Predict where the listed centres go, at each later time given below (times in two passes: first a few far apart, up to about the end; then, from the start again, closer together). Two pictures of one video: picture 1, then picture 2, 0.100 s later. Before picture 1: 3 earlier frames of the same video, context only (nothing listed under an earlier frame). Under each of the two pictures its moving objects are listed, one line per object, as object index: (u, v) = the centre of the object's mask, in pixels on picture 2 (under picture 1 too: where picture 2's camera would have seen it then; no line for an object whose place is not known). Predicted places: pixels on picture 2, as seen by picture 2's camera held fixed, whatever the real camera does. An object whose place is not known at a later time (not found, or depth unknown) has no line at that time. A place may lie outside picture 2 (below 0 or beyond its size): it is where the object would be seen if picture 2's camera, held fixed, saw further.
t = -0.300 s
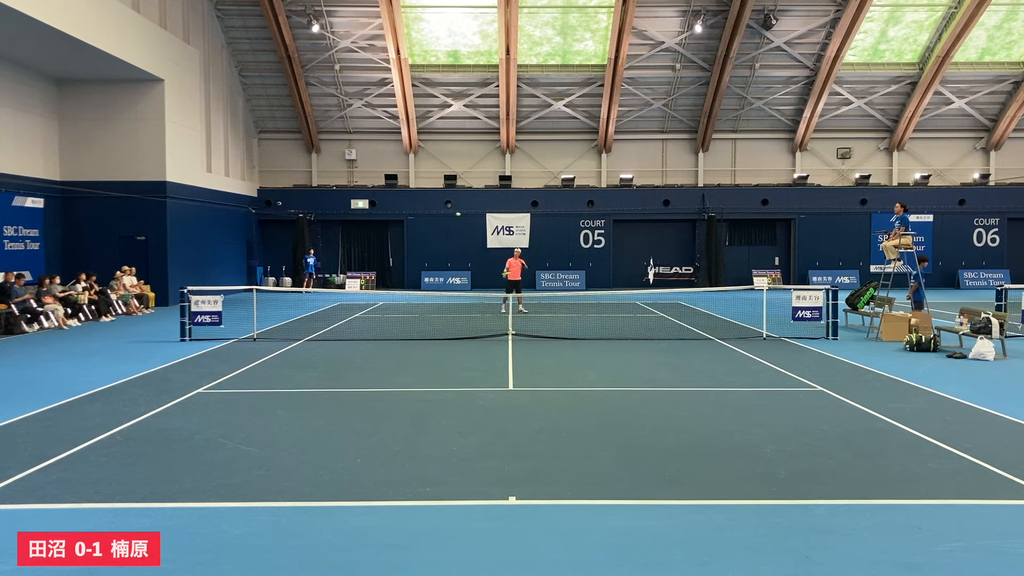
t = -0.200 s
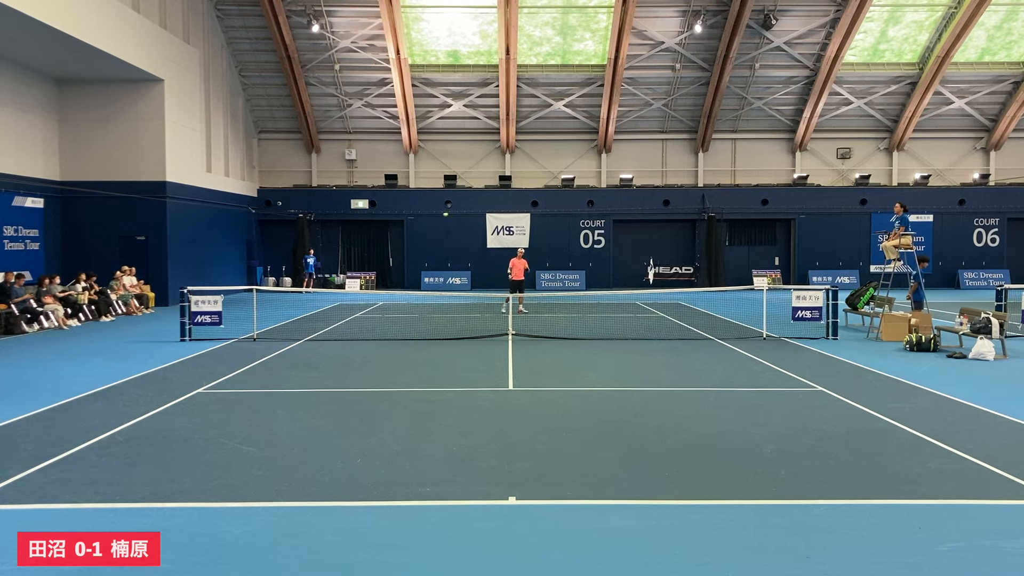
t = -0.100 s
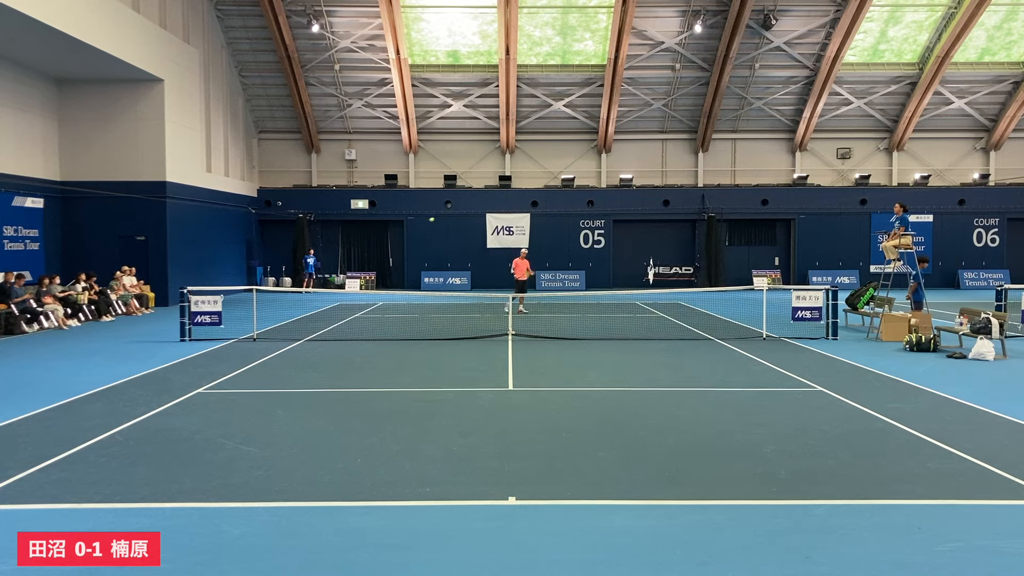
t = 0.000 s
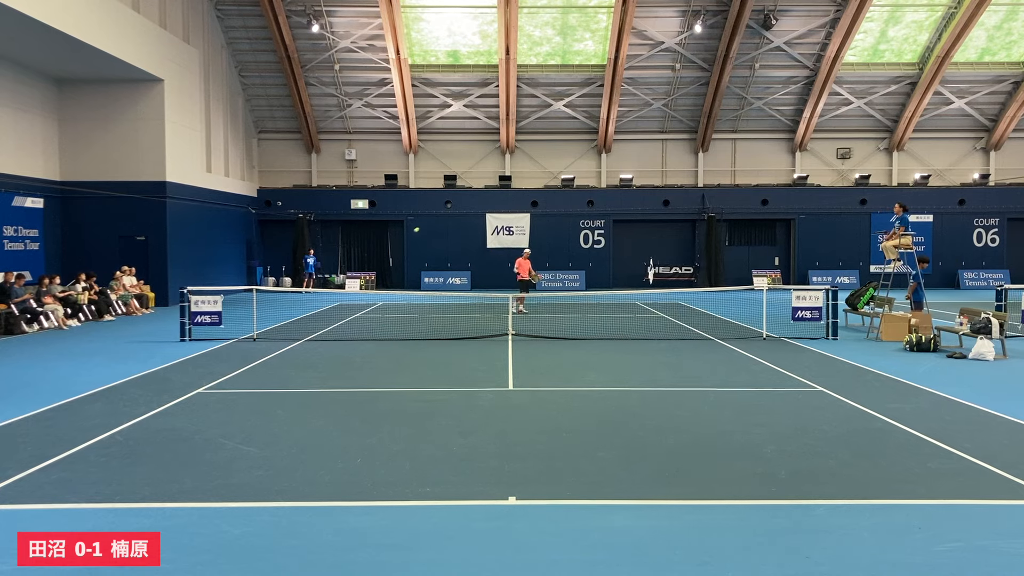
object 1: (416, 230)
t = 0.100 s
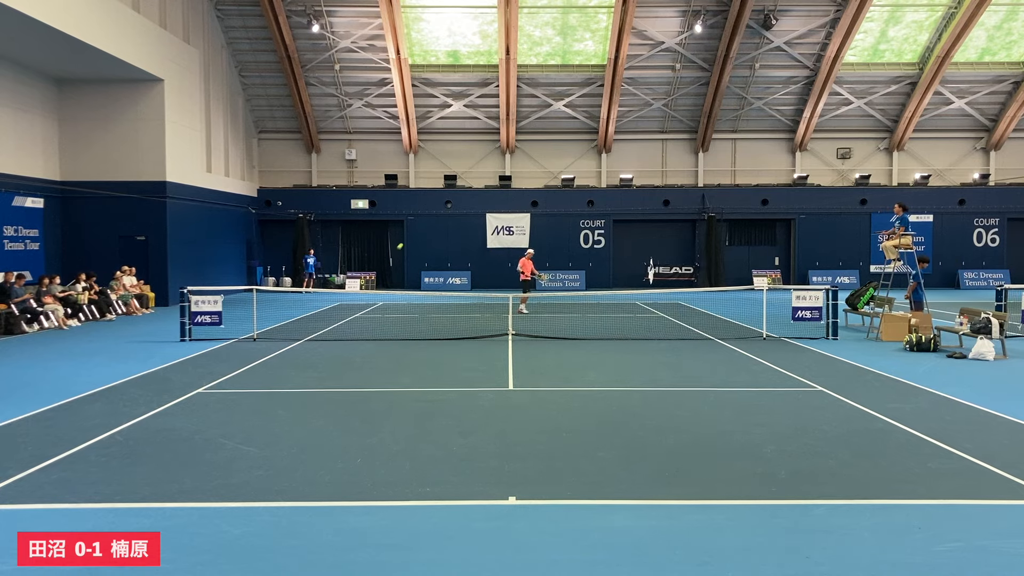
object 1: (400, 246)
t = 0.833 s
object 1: (276, 305)
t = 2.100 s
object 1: (11, 460)
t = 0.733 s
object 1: (289, 317)
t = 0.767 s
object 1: (285, 312)
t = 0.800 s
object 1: (281, 308)
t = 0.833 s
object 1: (276, 305)
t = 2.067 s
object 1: (22, 445)
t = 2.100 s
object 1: (11, 460)
